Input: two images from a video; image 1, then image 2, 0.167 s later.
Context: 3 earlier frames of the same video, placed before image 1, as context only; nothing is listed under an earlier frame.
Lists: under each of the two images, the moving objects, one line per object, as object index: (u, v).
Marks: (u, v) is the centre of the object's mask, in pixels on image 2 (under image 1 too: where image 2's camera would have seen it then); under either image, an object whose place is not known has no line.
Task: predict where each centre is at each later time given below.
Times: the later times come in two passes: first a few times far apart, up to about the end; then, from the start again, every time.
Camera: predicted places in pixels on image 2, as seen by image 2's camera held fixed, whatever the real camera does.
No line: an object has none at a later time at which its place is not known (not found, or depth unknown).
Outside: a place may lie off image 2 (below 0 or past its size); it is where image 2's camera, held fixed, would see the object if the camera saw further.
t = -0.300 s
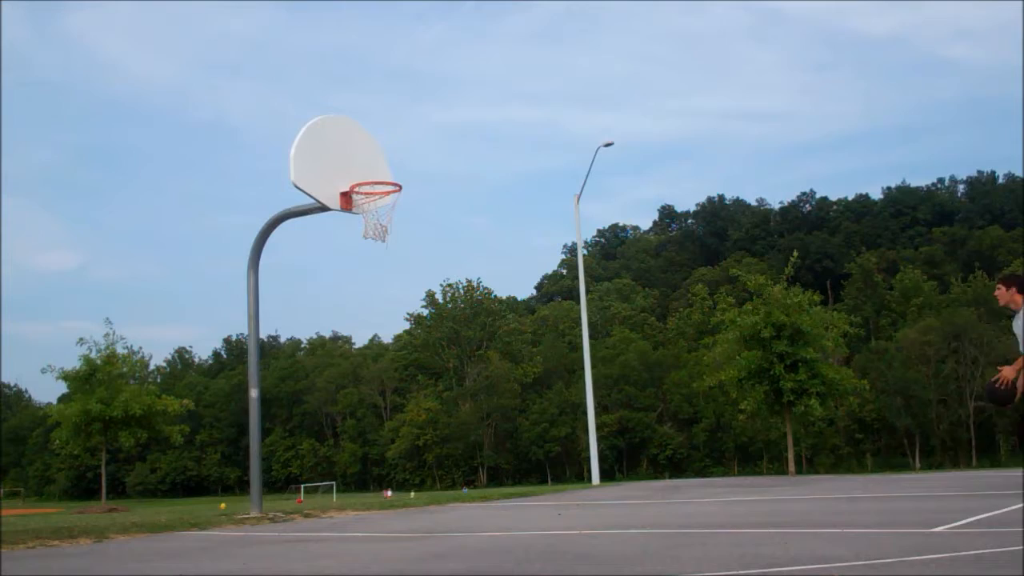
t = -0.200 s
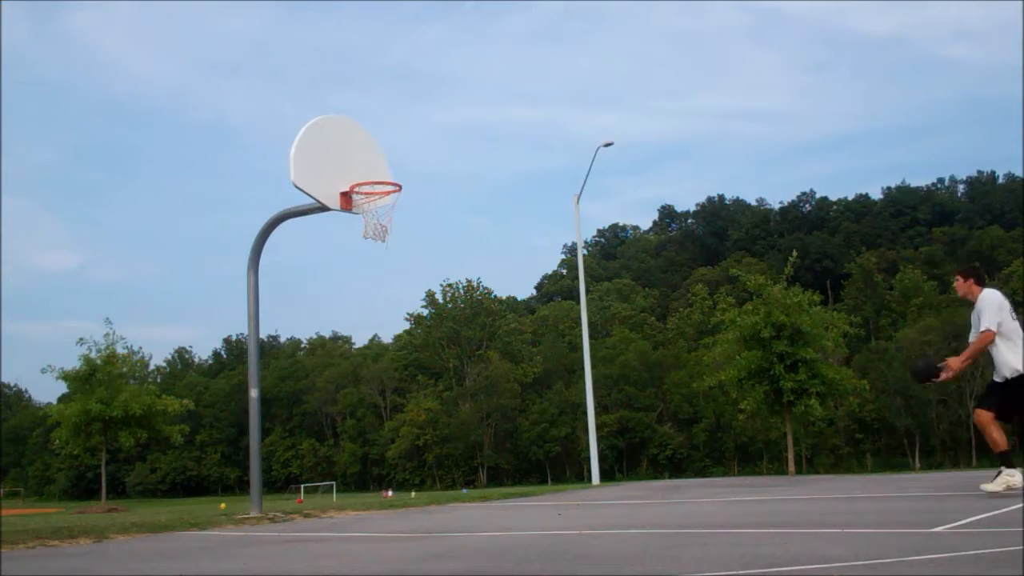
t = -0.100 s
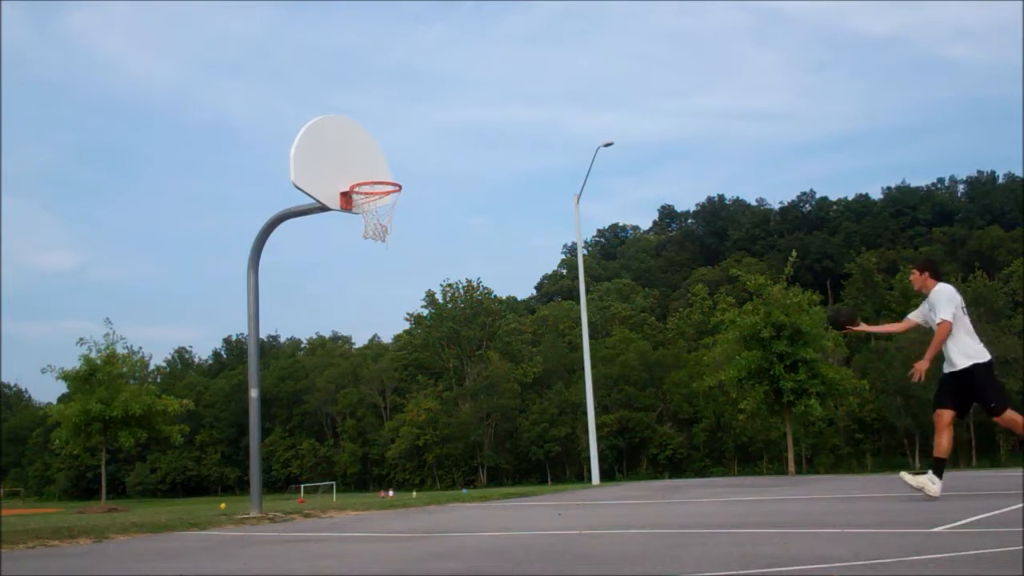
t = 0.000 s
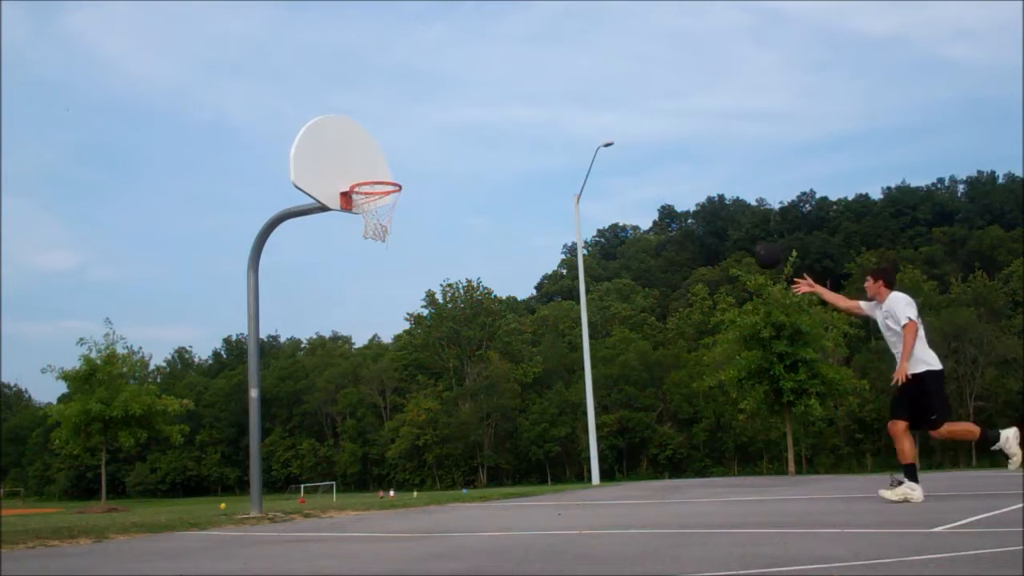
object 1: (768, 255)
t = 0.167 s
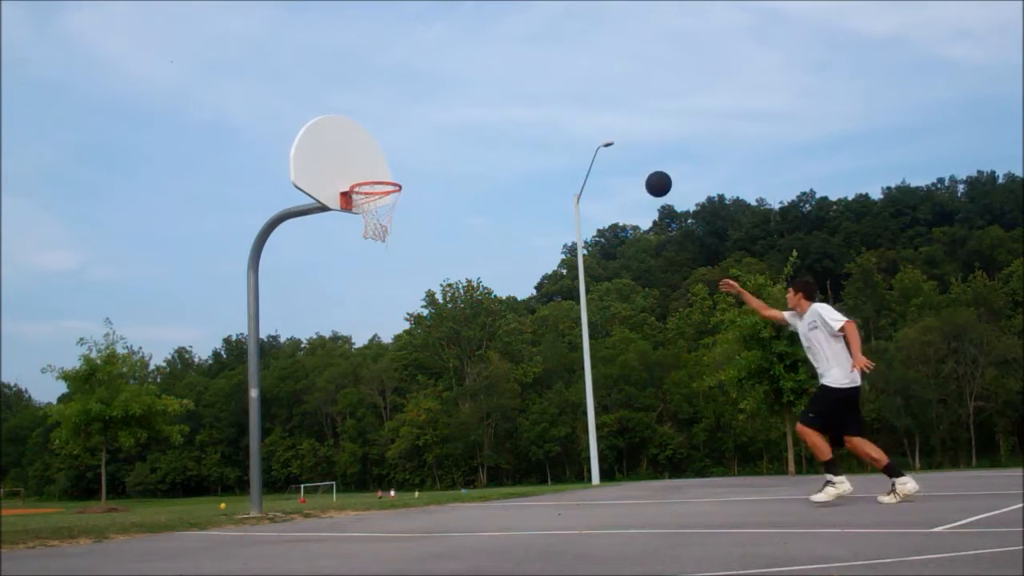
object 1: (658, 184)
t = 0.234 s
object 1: (618, 165)
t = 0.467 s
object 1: (488, 140)
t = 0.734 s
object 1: (406, 159)
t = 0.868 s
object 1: (439, 166)
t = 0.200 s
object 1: (638, 174)
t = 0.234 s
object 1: (618, 165)
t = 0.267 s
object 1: (598, 158)
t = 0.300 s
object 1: (579, 152)
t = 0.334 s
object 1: (560, 147)
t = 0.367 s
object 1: (542, 144)
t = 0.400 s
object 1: (524, 141)
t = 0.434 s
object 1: (506, 140)
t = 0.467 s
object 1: (488, 140)
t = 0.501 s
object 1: (471, 141)
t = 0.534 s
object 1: (455, 143)
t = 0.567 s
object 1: (438, 147)
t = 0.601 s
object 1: (422, 151)
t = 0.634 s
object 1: (406, 156)
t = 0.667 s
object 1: (391, 162)
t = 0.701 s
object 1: (399, 160)
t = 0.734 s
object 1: (406, 159)
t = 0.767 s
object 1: (414, 159)
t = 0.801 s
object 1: (422, 160)
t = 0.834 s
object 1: (430, 162)
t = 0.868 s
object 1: (439, 166)
